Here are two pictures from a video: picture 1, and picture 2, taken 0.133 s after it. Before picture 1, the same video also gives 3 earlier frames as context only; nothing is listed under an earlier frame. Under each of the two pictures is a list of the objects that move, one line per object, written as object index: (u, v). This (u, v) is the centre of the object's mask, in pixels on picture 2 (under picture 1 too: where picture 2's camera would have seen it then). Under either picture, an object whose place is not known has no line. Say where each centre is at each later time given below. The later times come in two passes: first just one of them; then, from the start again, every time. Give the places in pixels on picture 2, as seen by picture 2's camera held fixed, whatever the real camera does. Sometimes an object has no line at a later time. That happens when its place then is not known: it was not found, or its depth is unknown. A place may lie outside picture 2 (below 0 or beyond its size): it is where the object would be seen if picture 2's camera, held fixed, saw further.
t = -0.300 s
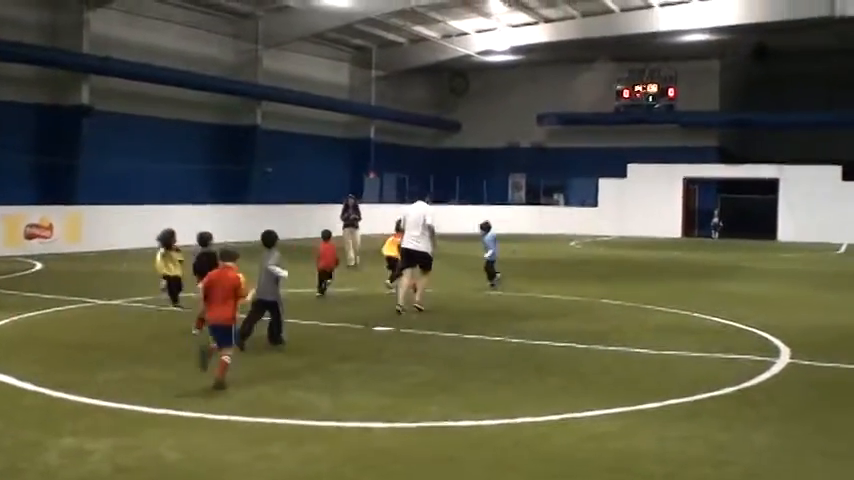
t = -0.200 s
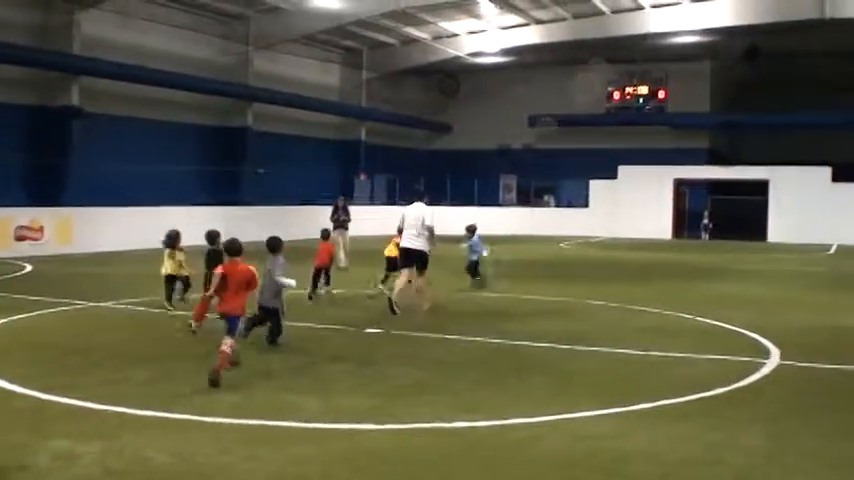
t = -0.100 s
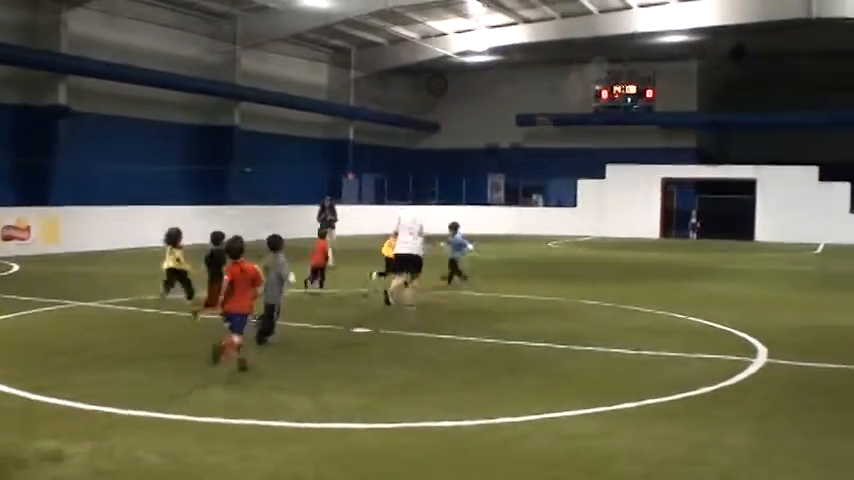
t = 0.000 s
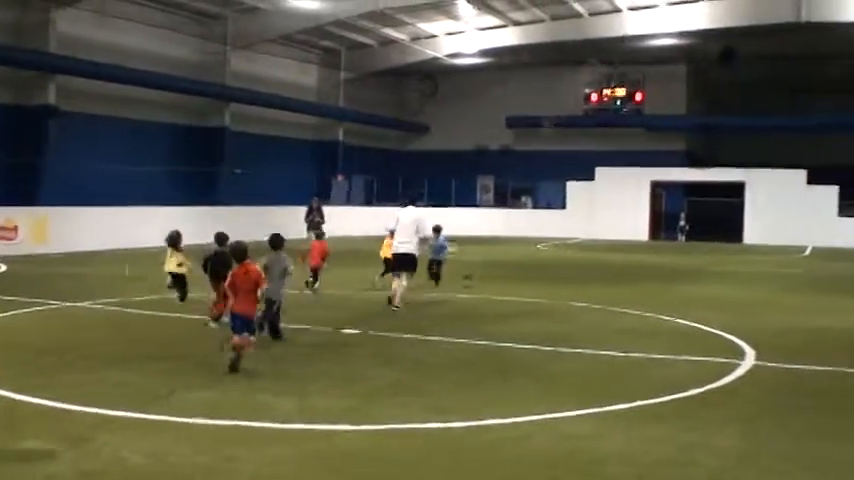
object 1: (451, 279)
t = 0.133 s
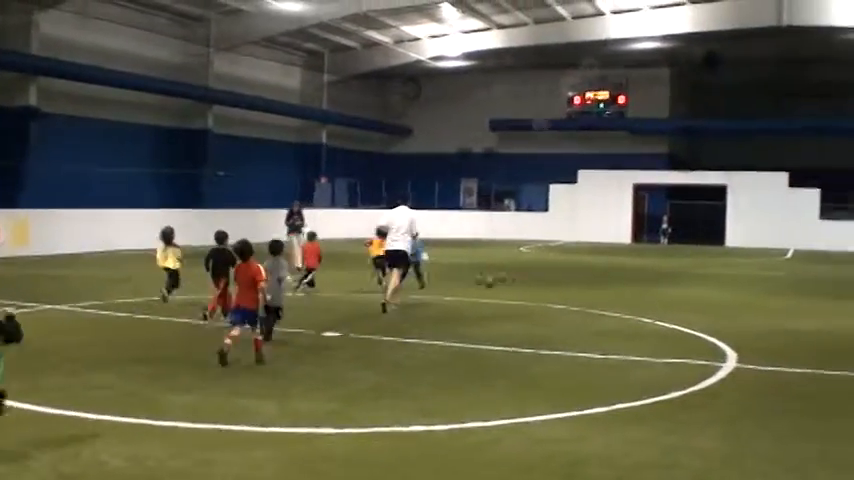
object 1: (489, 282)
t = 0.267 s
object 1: (516, 276)
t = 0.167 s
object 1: (502, 280)
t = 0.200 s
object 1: (504, 279)
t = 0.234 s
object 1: (510, 278)
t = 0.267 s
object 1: (516, 276)
